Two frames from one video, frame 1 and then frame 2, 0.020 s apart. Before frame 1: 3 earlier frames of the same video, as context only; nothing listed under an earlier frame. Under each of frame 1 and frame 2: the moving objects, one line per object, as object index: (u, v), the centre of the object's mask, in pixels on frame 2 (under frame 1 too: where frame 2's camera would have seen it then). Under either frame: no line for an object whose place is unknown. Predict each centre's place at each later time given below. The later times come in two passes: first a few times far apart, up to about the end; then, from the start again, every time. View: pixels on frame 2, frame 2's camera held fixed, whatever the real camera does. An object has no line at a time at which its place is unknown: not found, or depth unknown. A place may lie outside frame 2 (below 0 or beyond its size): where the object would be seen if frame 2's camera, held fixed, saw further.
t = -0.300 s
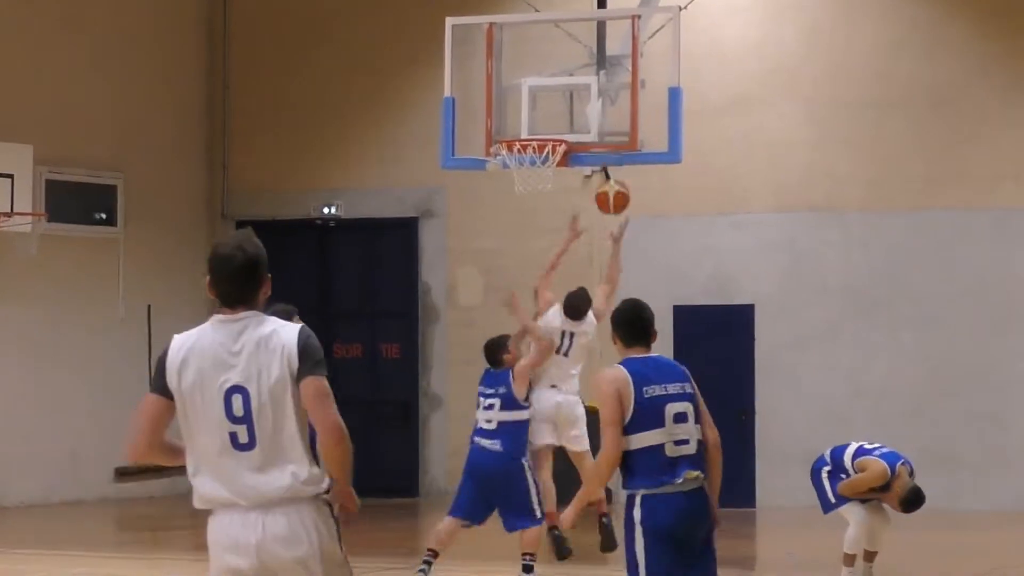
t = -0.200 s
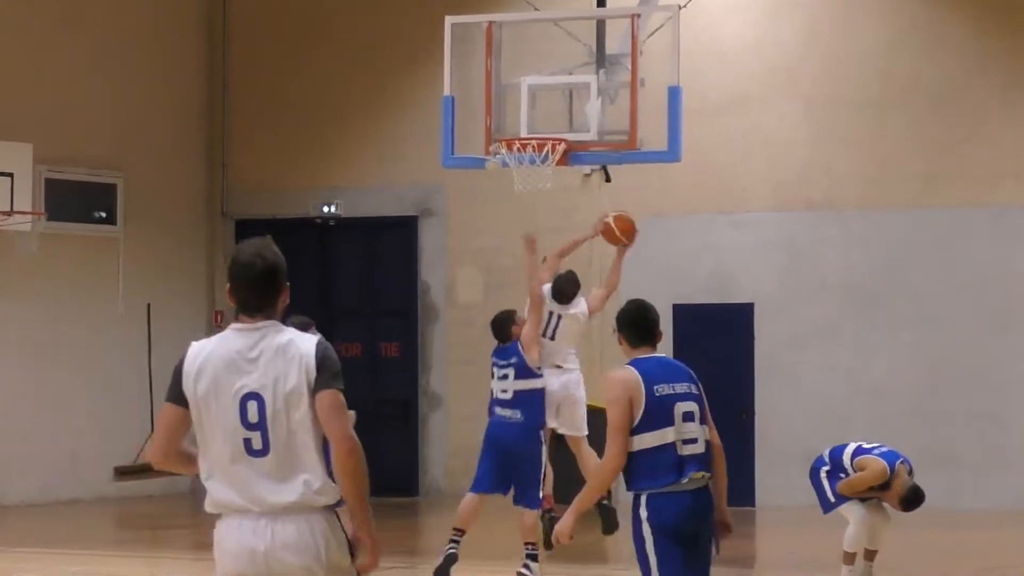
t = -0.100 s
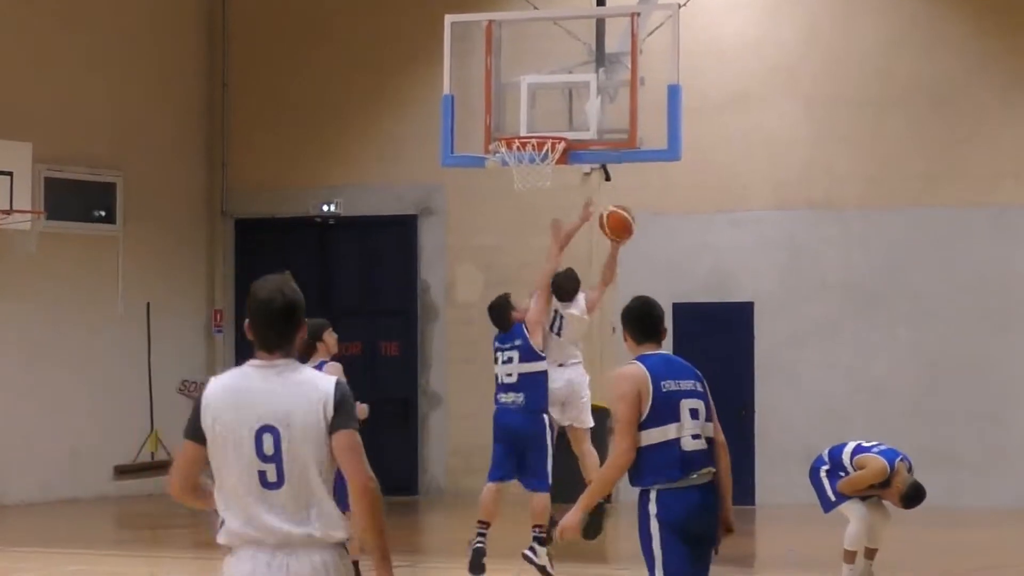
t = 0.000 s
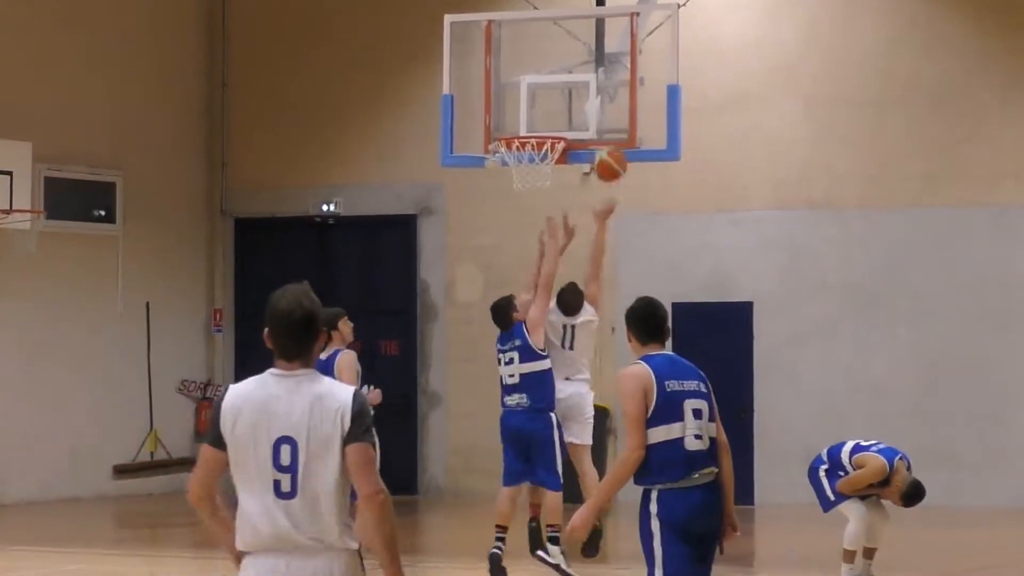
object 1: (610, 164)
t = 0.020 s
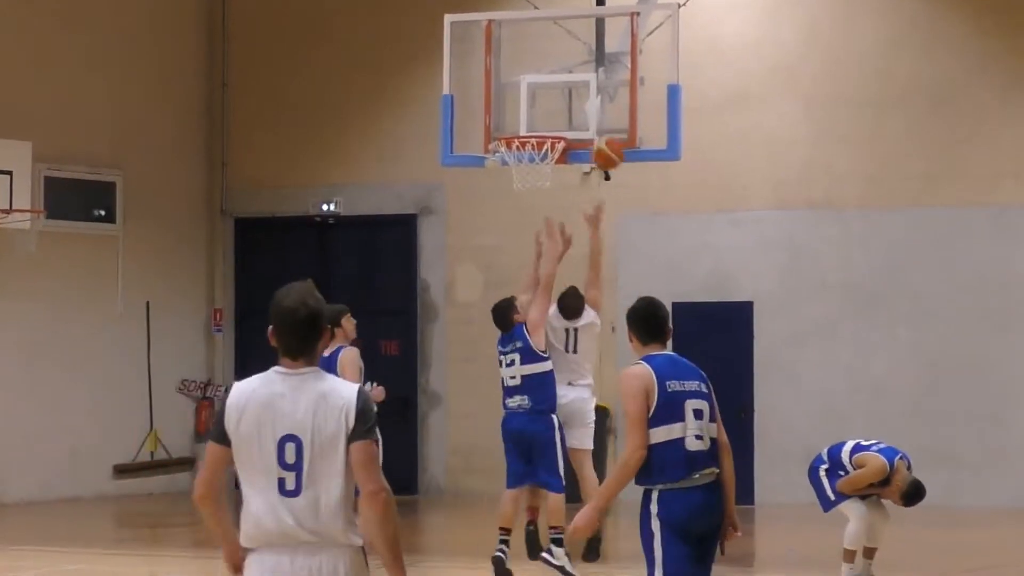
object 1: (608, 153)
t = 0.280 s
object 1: (583, 51)
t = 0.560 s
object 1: (555, 75)
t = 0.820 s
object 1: (519, 155)
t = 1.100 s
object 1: (530, 160)
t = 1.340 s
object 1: (546, 229)
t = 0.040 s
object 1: (606, 141)
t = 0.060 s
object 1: (604, 130)
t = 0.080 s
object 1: (602, 120)
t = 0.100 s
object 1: (600, 110)
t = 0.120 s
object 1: (598, 101)
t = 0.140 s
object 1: (597, 93)
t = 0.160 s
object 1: (595, 86)
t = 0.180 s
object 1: (592, 79)
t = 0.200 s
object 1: (590, 71)
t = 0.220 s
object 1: (588, 65)
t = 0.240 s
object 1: (587, 59)
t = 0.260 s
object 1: (585, 55)
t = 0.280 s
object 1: (583, 51)
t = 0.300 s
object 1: (582, 48)
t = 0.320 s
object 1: (580, 46)
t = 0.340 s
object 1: (578, 45)
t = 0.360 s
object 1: (575, 45)
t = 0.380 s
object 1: (573, 45)
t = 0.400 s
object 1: (571, 46)
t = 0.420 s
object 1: (569, 48)
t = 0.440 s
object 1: (567, 50)
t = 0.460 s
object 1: (565, 53)
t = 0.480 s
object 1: (563, 56)
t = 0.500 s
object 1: (561, 60)
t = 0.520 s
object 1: (559, 65)
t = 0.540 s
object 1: (557, 69)
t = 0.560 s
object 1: (555, 75)
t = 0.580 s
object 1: (552, 81)
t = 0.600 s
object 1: (551, 87)
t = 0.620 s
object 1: (549, 95)
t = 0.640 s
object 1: (547, 104)
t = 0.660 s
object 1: (545, 111)
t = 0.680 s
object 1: (543, 120)
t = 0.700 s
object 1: (541, 125)
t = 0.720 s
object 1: (537, 130)
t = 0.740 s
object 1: (536, 128)
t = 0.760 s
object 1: (533, 132)
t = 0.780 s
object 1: (529, 138)
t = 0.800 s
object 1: (525, 153)
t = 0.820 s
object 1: (519, 155)
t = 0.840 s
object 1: (514, 159)
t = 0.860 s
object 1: (512, 159)
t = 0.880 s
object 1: (510, 156)
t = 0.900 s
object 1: (512, 154)
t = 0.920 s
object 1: (513, 153)
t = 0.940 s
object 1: (515, 153)
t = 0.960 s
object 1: (513, 155)
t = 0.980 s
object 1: (517, 155)
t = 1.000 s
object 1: (519, 157)
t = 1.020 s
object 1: (521, 157)
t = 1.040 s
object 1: (518, 161)
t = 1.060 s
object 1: (524, 158)
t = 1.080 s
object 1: (527, 159)
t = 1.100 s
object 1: (530, 160)
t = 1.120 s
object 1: (534, 176)
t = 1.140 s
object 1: (530, 179)
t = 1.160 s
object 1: (533, 191)
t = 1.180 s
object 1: (536, 193)
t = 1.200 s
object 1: (538, 195)
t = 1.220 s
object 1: (539, 195)
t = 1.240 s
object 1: (540, 198)
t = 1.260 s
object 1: (541, 202)
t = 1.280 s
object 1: (542, 207)
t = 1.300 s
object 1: (543, 214)
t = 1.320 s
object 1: (544, 221)
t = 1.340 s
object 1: (546, 229)
